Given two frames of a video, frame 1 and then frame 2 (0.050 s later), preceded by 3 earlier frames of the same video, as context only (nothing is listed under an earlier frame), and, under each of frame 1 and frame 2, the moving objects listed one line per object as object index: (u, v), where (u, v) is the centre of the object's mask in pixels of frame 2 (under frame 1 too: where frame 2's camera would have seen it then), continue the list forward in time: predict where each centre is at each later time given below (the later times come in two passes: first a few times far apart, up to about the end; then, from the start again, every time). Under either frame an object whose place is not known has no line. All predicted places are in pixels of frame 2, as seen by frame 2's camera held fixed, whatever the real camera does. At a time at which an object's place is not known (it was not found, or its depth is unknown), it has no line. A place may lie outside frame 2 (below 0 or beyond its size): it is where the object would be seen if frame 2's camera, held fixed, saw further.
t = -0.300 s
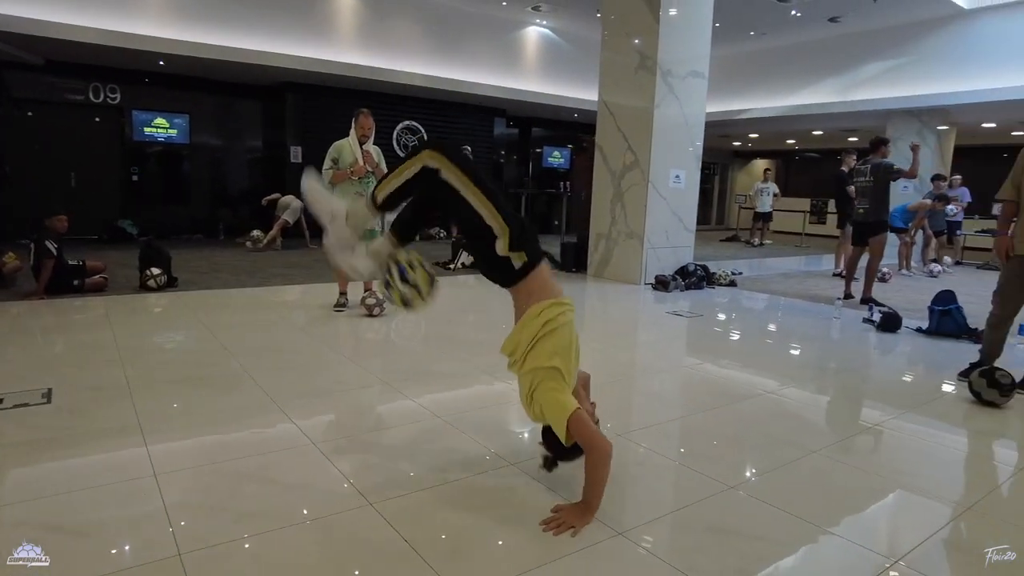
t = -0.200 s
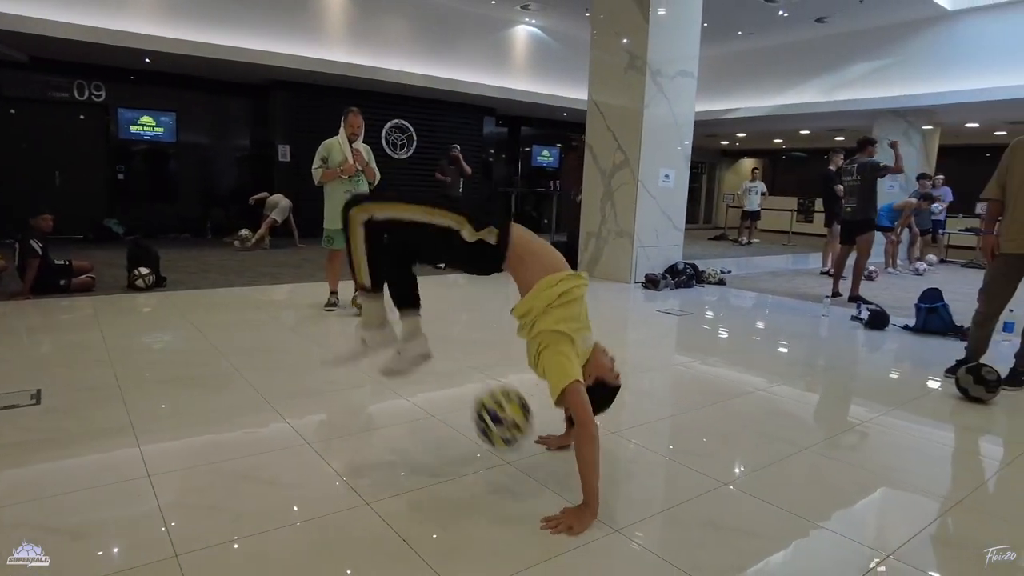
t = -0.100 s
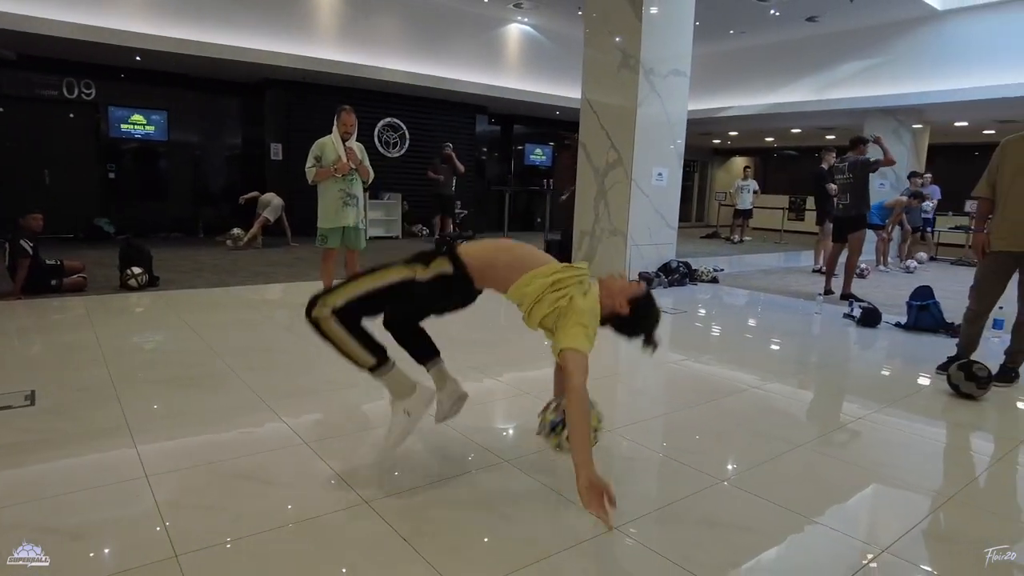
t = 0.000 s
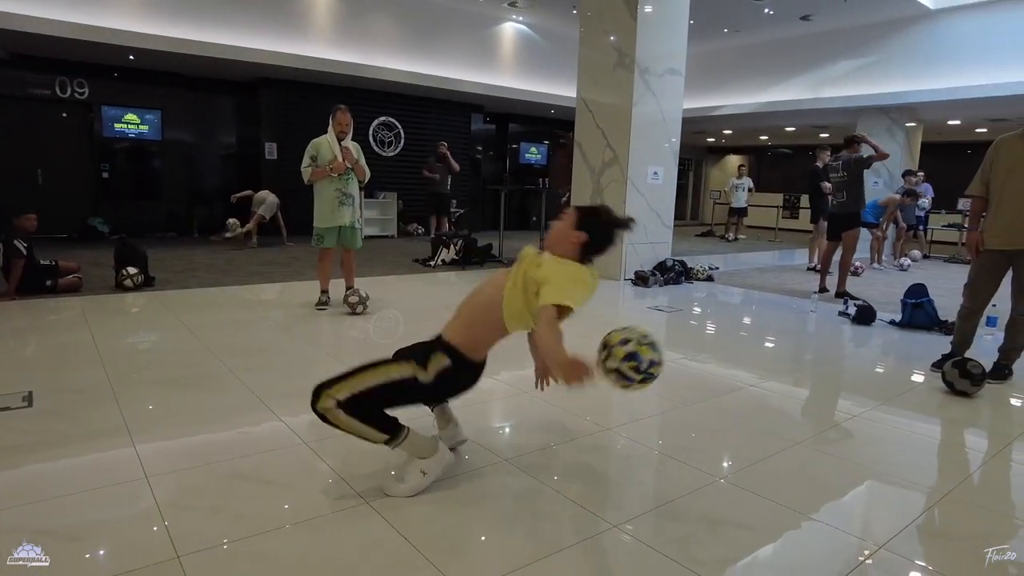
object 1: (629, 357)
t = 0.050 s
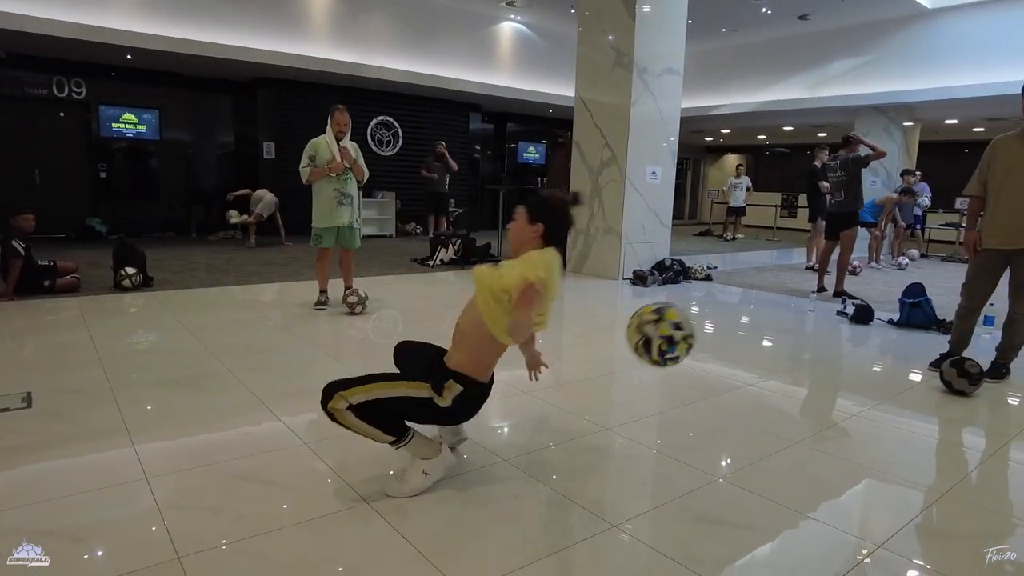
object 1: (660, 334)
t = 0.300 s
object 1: (825, 320)
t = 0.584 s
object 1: (999, 550)
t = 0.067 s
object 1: (670, 329)
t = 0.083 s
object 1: (682, 323)
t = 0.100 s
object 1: (693, 317)
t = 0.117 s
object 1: (704, 314)
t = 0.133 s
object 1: (715, 310)
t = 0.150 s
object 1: (726, 307)
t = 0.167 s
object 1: (737, 305)
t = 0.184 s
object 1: (747, 304)
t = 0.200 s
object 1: (759, 304)
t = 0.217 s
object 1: (770, 304)
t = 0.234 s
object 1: (781, 306)
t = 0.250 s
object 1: (792, 309)
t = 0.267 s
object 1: (803, 312)
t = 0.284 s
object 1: (814, 316)
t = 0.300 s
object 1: (825, 320)
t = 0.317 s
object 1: (836, 326)
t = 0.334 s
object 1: (846, 333)
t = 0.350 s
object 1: (857, 341)
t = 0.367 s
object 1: (868, 350)
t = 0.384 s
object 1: (879, 359)
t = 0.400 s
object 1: (889, 370)
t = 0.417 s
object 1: (899, 382)
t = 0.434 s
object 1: (910, 394)
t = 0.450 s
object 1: (920, 408)
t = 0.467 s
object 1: (931, 423)
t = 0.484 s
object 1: (941, 439)
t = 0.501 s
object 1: (951, 455)
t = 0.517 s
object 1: (961, 473)
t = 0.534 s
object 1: (971, 491)
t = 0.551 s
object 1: (981, 510)
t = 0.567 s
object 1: (990, 530)
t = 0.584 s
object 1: (999, 550)
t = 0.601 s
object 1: (1009, 554)
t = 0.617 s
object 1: (1019, 546)
